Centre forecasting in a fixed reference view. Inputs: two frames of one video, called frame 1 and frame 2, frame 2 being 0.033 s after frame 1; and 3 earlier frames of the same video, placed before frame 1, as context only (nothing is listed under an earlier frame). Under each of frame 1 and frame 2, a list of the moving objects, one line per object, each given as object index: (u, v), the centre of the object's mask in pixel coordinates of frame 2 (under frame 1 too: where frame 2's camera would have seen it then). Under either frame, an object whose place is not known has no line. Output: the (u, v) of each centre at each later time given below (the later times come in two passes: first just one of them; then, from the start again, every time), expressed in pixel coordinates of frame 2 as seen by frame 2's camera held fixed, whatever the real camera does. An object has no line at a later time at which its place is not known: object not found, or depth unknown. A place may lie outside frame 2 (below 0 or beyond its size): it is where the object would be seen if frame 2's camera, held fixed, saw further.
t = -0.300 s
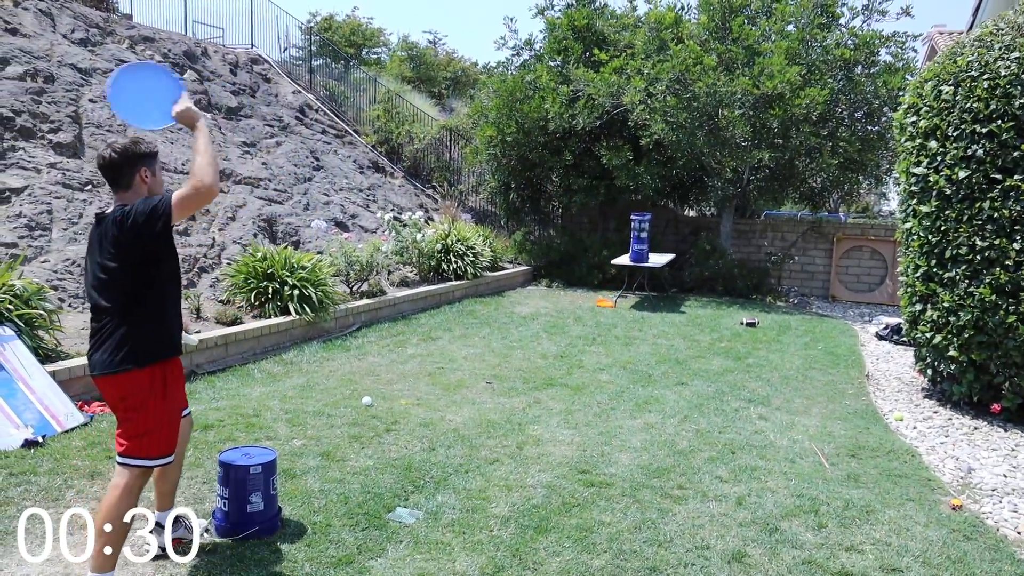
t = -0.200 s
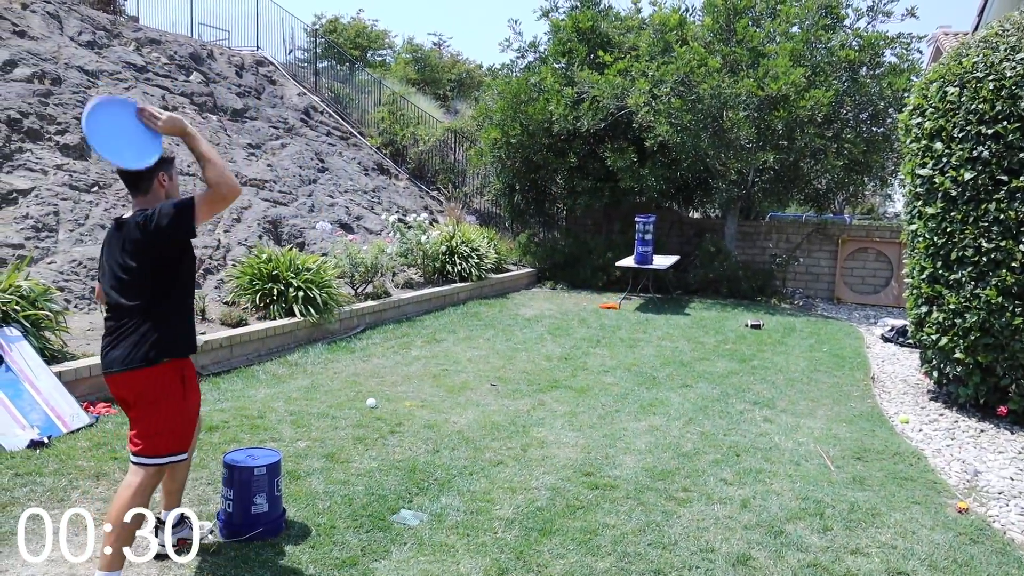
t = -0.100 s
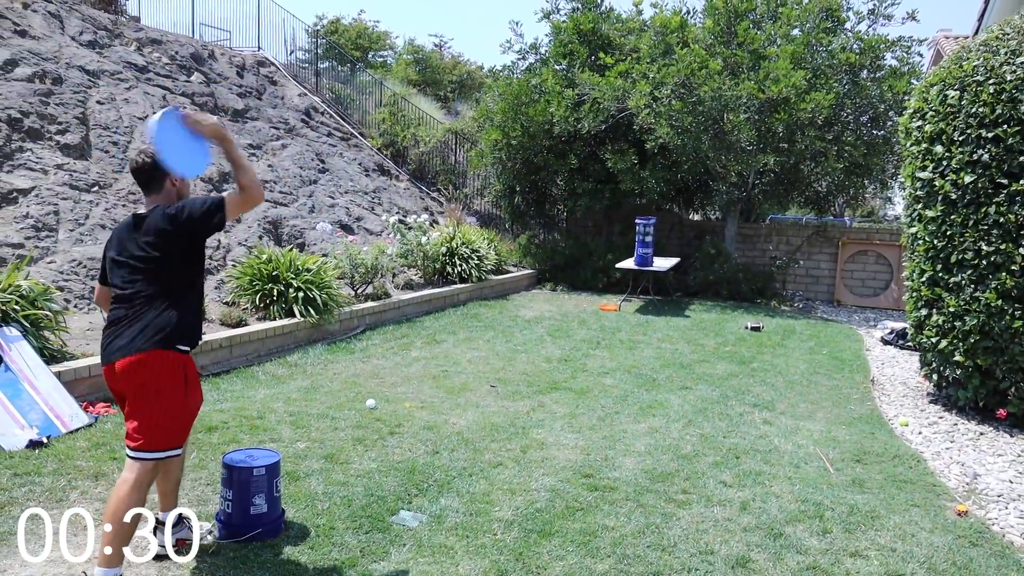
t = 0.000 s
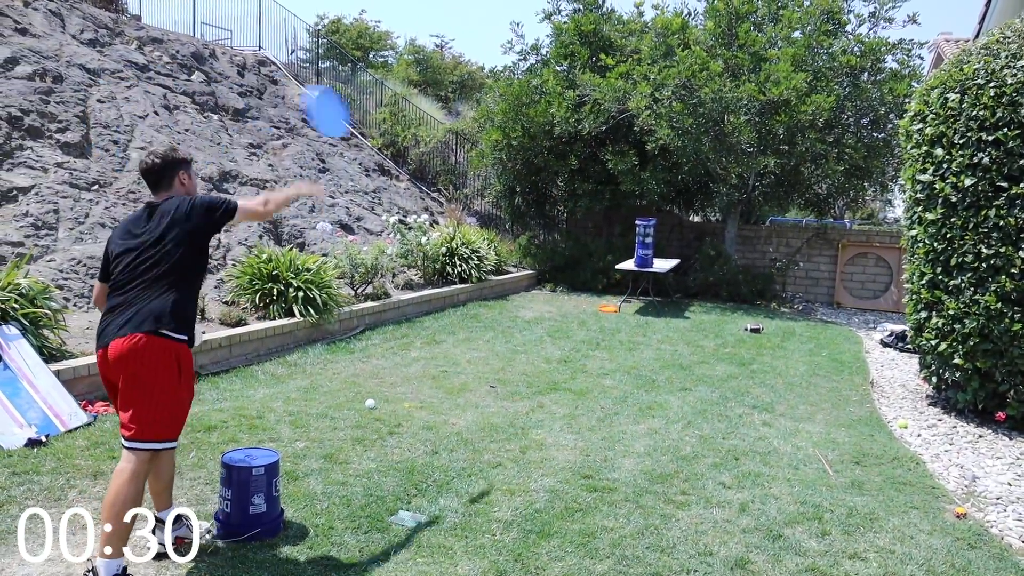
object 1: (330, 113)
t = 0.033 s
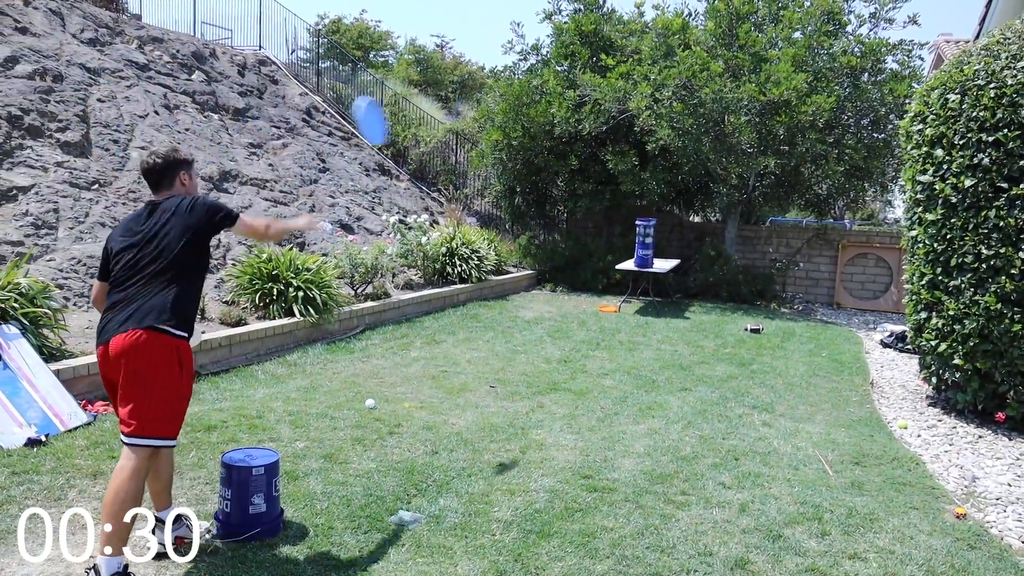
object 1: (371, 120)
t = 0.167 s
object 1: (486, 157)
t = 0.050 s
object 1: (390, 126)
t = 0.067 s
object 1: (407, 130)
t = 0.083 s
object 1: (423, 136)
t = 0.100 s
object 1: (437, 139)
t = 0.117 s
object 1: (450, 143)
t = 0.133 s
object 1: (464, 148)
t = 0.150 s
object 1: (476, 153)
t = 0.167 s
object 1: (486, 157)
